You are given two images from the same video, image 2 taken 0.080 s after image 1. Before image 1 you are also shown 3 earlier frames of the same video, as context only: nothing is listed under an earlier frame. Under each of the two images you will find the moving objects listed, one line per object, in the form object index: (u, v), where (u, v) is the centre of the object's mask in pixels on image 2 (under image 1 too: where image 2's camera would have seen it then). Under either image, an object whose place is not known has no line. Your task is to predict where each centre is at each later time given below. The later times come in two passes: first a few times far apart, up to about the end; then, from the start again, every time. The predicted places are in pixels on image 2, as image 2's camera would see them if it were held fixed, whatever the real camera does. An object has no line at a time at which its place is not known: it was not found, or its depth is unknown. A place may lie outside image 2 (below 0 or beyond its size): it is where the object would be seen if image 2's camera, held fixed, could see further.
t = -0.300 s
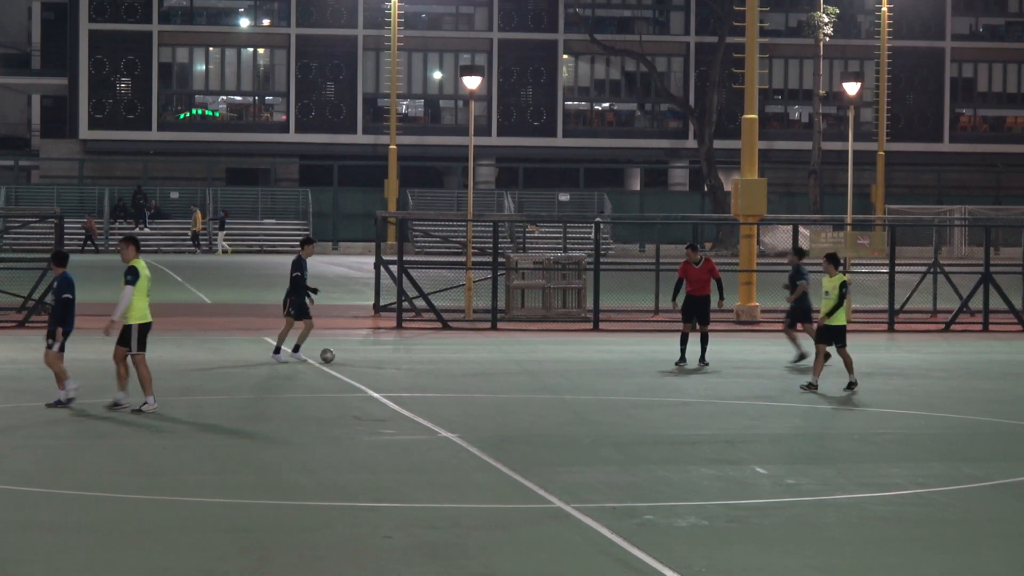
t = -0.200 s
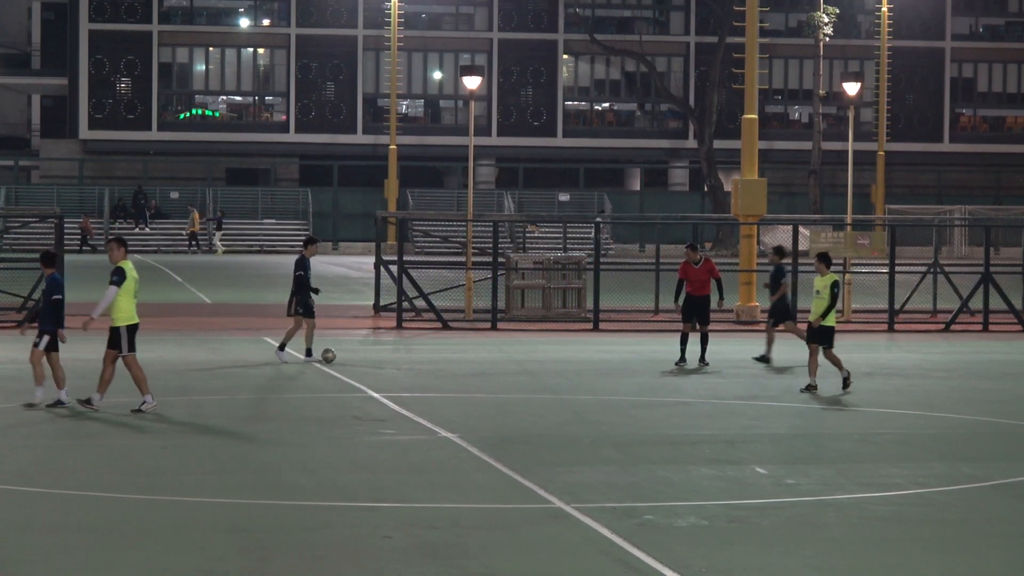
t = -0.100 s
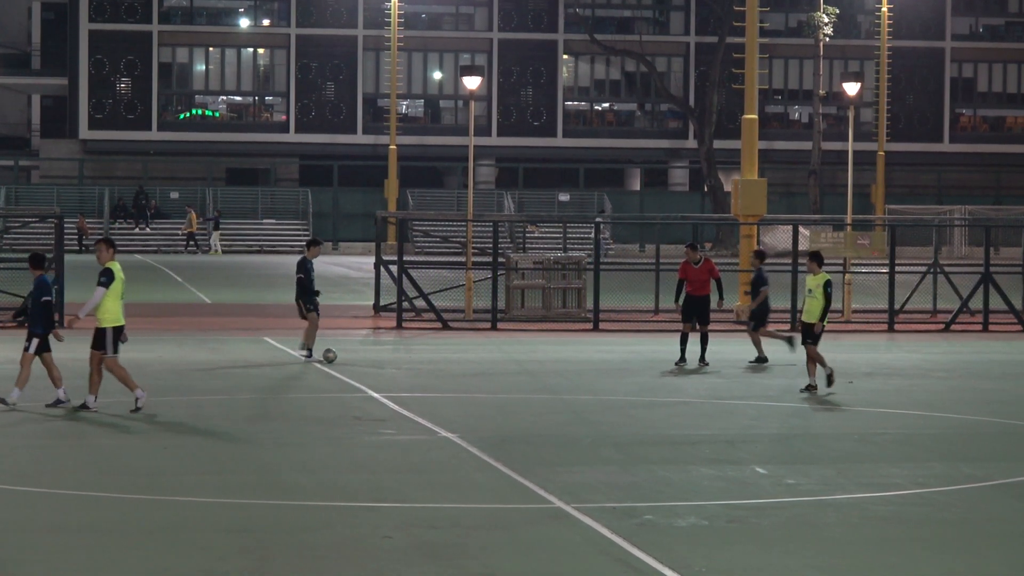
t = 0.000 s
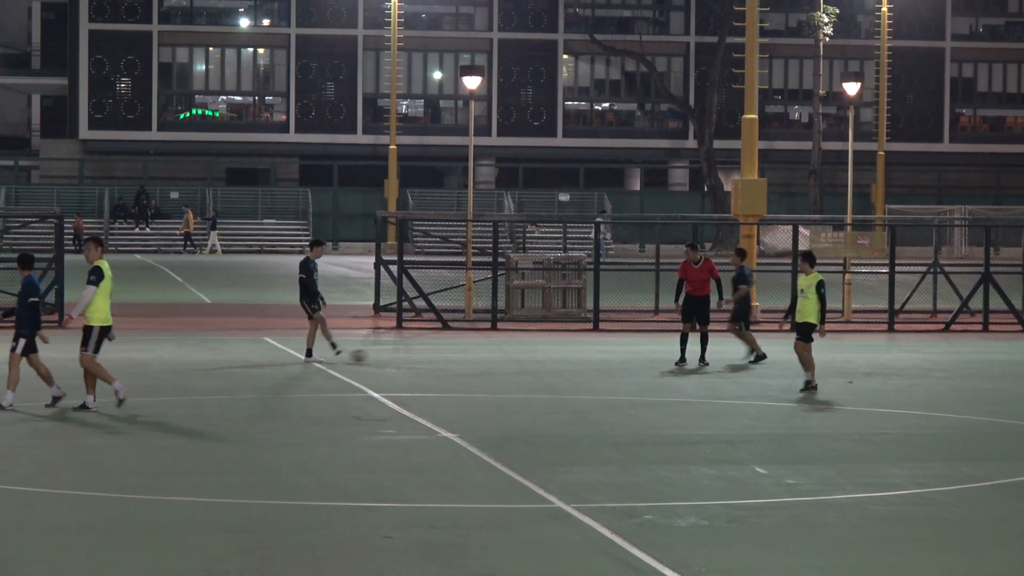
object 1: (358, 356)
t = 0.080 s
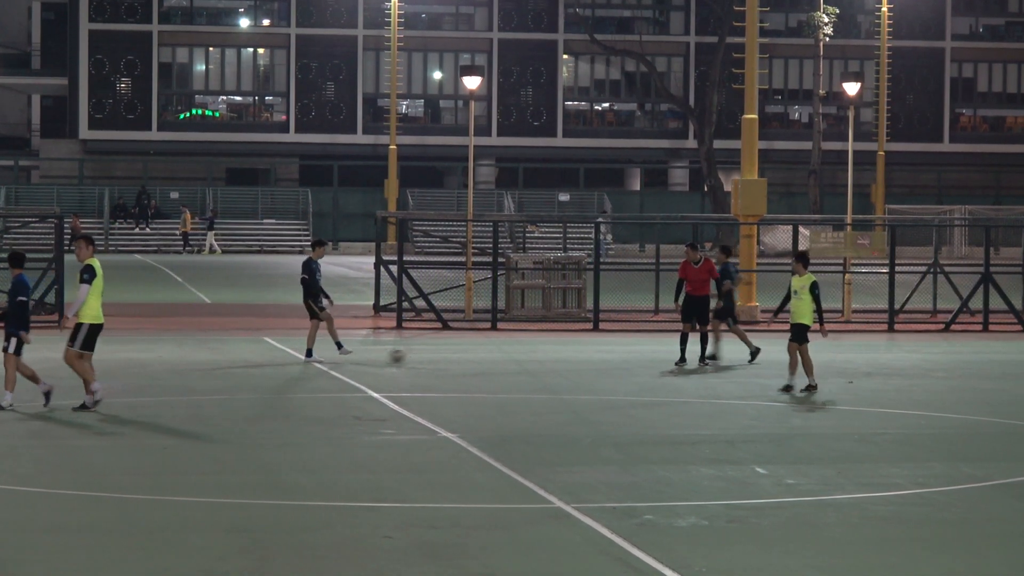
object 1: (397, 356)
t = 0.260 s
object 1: (469, 356)
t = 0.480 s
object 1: (545, 355)
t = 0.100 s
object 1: (406, 356)
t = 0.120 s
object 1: (415, 356)
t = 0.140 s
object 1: (423, 356)
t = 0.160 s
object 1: (431, 356)
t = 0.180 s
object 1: (439, 356)
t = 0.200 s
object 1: (447, 356)
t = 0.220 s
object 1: (454, 356)
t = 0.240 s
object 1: (461, 356)
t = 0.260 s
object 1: (469, 356)
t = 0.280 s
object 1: (476, 356)
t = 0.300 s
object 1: (483, 356)
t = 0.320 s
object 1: (489, 356)
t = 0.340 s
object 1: (497, 356)
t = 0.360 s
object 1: (504, 356)
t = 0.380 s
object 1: (511, 356)
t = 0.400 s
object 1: (517, 356)
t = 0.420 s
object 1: (524, 356)
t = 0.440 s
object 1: (531, 356)
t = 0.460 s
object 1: (538, 356)
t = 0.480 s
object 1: (545, 355)
